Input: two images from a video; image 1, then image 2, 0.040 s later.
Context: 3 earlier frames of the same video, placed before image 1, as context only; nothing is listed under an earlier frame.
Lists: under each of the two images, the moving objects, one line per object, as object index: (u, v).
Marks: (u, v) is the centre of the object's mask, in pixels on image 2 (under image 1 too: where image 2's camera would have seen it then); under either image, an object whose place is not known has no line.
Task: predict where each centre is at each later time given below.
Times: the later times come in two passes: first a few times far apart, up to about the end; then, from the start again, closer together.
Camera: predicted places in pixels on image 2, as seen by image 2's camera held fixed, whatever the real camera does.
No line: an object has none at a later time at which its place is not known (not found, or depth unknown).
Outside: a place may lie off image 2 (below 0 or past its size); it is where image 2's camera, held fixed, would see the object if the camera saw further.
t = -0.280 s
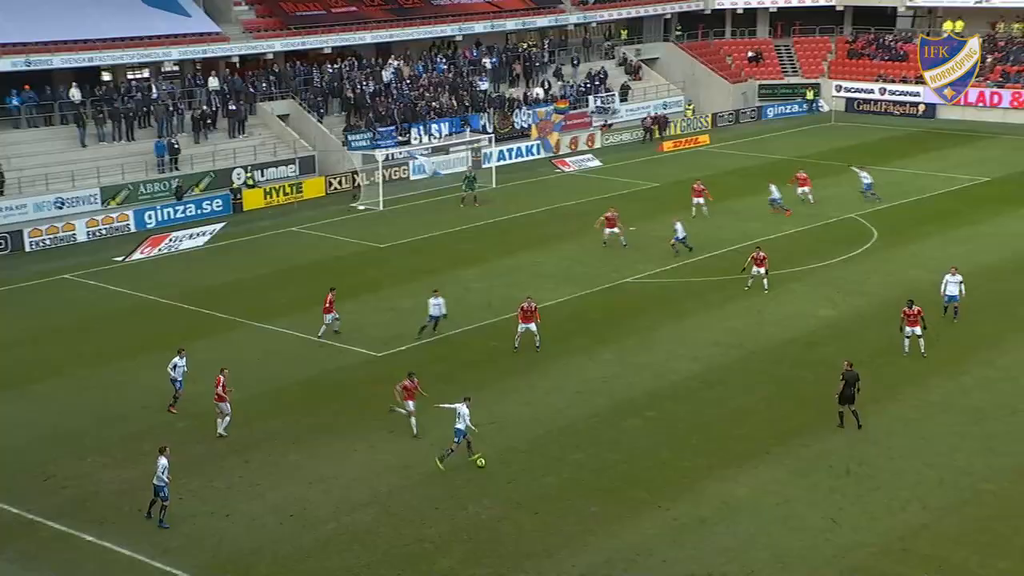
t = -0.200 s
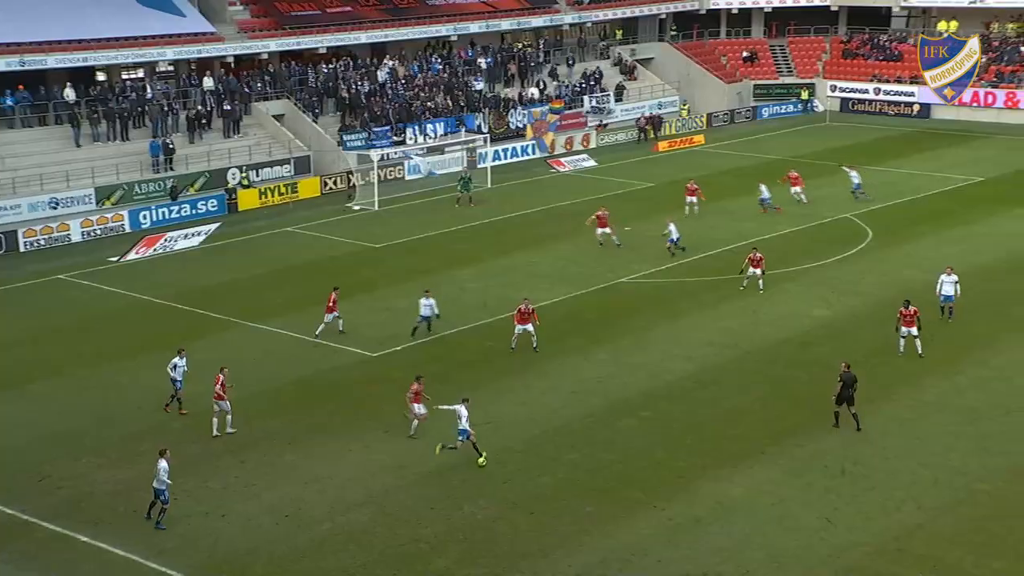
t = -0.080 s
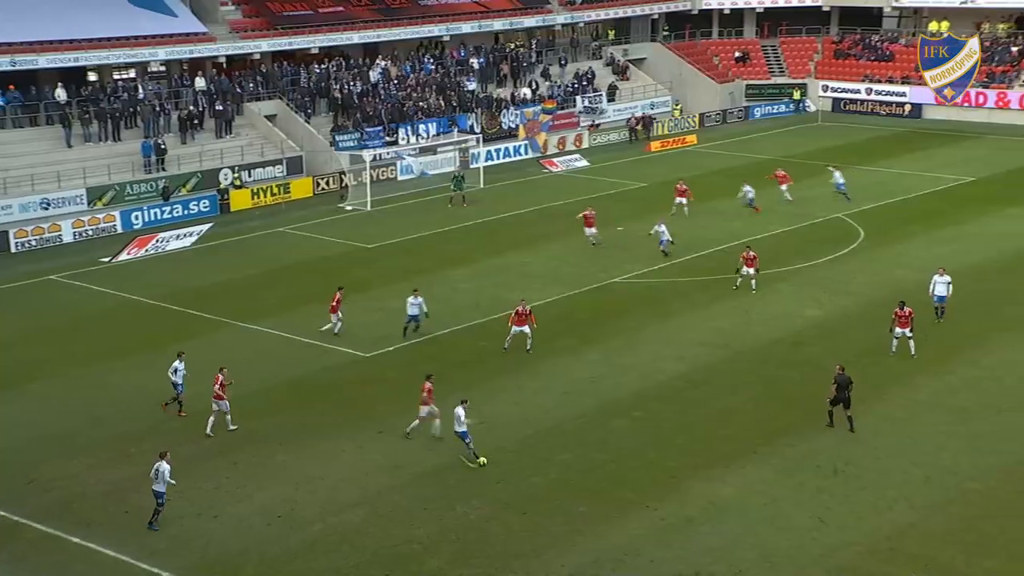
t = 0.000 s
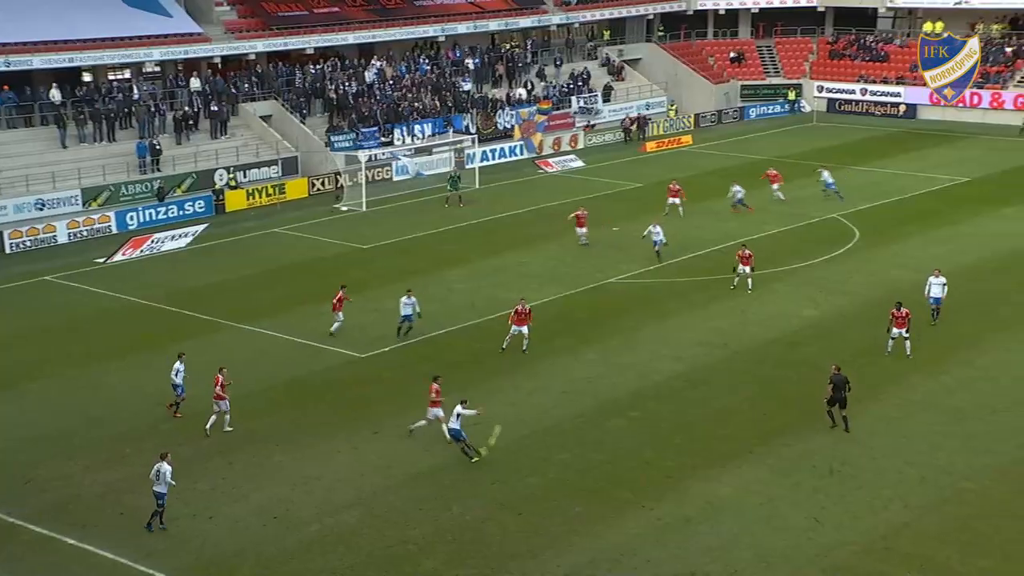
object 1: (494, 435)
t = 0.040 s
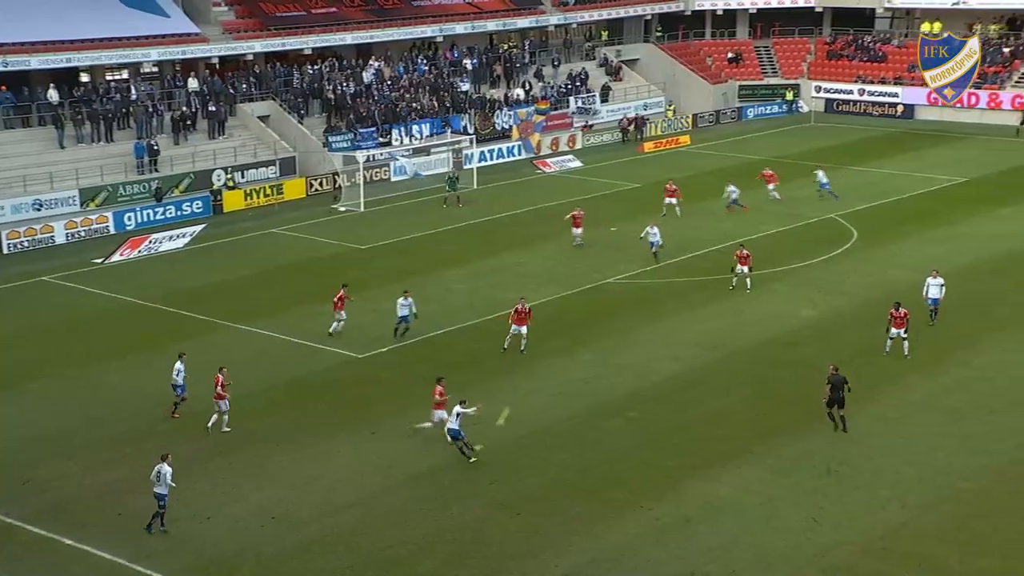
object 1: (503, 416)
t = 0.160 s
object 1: (532, 364)
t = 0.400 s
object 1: (576, 291)
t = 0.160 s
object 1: (532, 364)
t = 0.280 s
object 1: (556, 324)
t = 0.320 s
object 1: (563, 313)
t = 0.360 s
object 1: (570, 300)
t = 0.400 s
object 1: (576, 291)
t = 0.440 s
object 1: (583, 280)
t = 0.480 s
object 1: (589, 272)
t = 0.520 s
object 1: (594, 263)
